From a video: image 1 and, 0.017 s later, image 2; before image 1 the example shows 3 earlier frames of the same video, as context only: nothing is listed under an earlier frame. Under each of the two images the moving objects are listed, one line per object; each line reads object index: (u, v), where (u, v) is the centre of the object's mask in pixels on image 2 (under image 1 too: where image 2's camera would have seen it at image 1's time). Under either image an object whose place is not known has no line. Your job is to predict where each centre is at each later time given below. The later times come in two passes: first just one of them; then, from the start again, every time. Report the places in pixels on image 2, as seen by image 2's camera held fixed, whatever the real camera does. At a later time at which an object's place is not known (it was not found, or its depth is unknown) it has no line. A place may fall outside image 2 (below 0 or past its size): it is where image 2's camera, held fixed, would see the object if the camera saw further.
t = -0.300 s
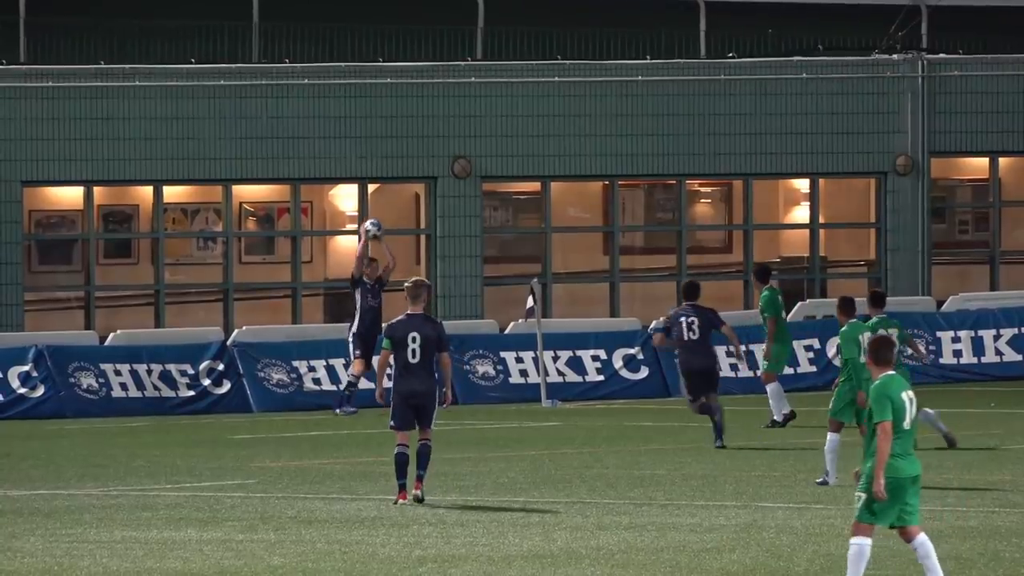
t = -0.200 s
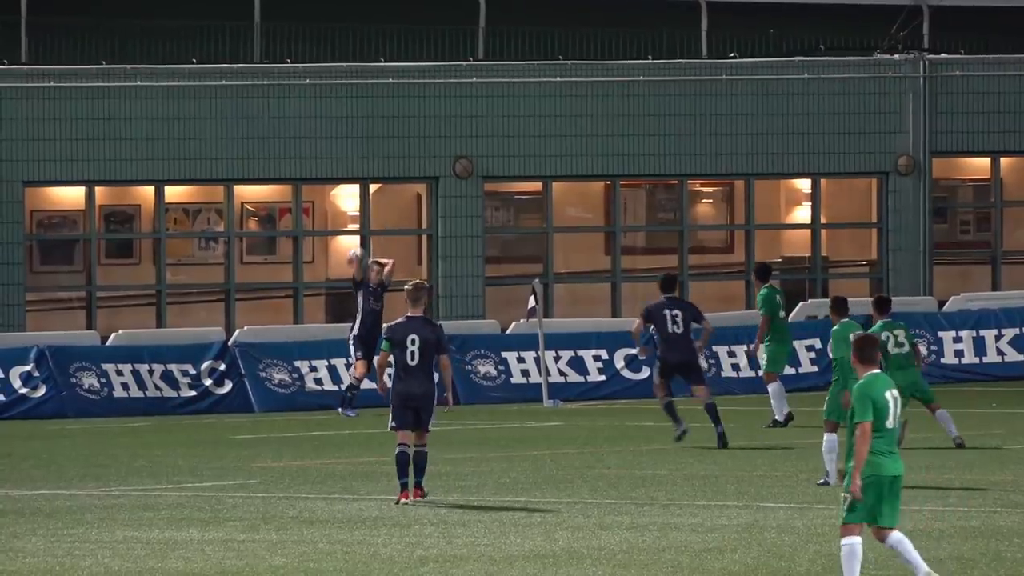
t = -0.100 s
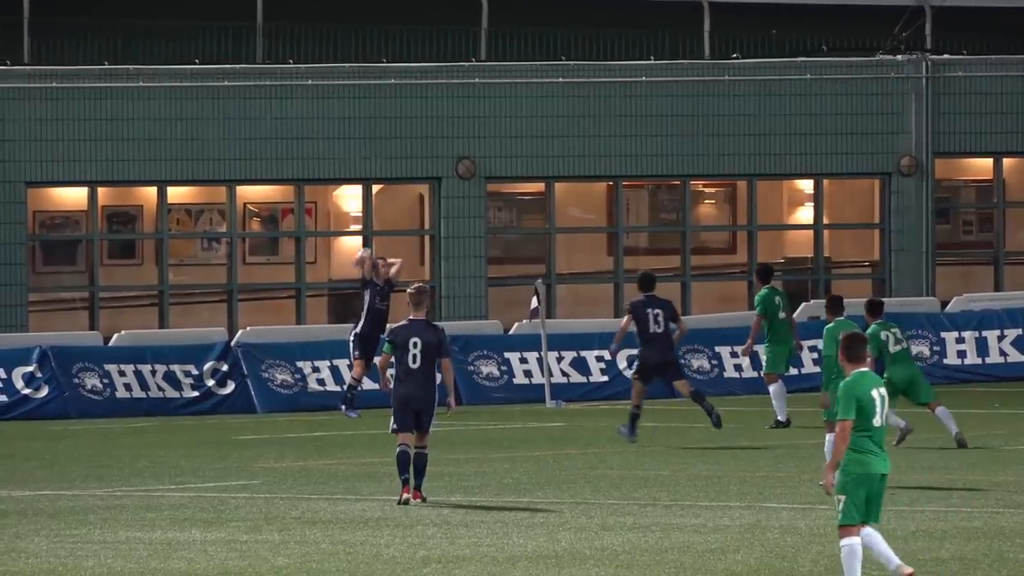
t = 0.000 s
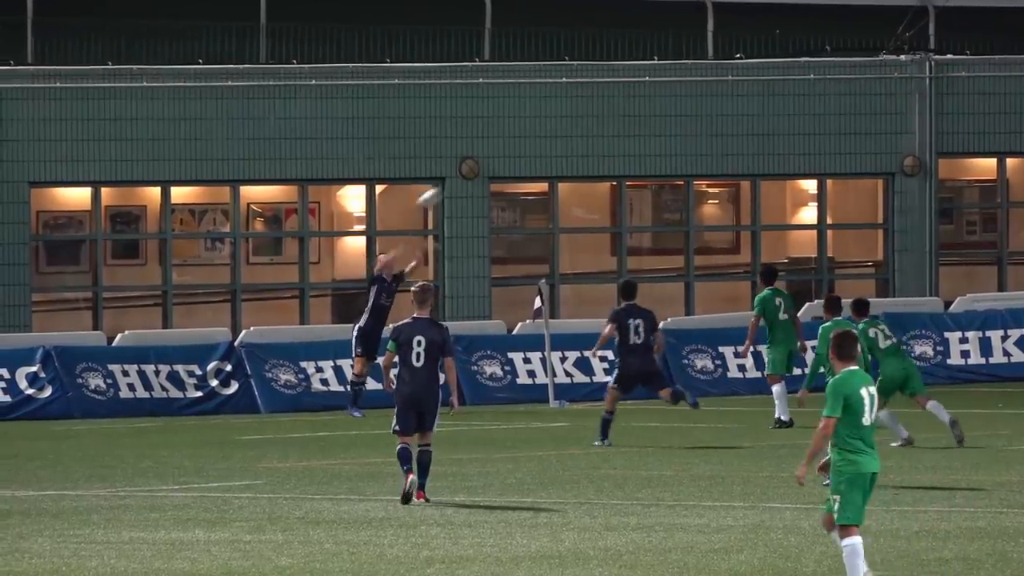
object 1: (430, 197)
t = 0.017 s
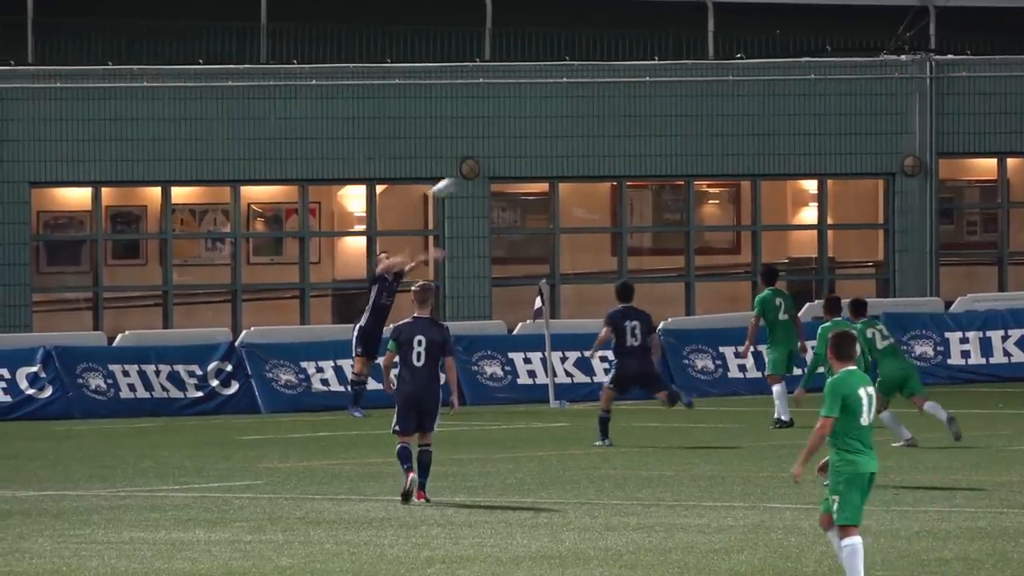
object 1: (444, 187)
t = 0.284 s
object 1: (664, 65)
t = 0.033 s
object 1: (458, 178)
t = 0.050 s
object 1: (470, 168)
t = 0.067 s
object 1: (483, 160)
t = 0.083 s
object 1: (497, 150)
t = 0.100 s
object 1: (511, 142)
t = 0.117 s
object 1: (525, 135)
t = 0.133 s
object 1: (539, 126)
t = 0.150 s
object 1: (552, 118)
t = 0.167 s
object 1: (567, 111)
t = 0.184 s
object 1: (580, 103)
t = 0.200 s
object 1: (594, 96)
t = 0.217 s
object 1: (608, 89)
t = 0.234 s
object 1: (622, 83)
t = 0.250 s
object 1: (636, 77)
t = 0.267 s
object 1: (650, 71)
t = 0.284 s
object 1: (664, 65)
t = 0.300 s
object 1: (678, 59)
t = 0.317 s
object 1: (691, 54)
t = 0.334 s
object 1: (705, 49)
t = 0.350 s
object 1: (719, 45)
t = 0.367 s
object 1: (733, 40)
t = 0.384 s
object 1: (747, 35)
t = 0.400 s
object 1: (761, 31)
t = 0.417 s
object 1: (776, 27)
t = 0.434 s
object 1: (789, 24)
